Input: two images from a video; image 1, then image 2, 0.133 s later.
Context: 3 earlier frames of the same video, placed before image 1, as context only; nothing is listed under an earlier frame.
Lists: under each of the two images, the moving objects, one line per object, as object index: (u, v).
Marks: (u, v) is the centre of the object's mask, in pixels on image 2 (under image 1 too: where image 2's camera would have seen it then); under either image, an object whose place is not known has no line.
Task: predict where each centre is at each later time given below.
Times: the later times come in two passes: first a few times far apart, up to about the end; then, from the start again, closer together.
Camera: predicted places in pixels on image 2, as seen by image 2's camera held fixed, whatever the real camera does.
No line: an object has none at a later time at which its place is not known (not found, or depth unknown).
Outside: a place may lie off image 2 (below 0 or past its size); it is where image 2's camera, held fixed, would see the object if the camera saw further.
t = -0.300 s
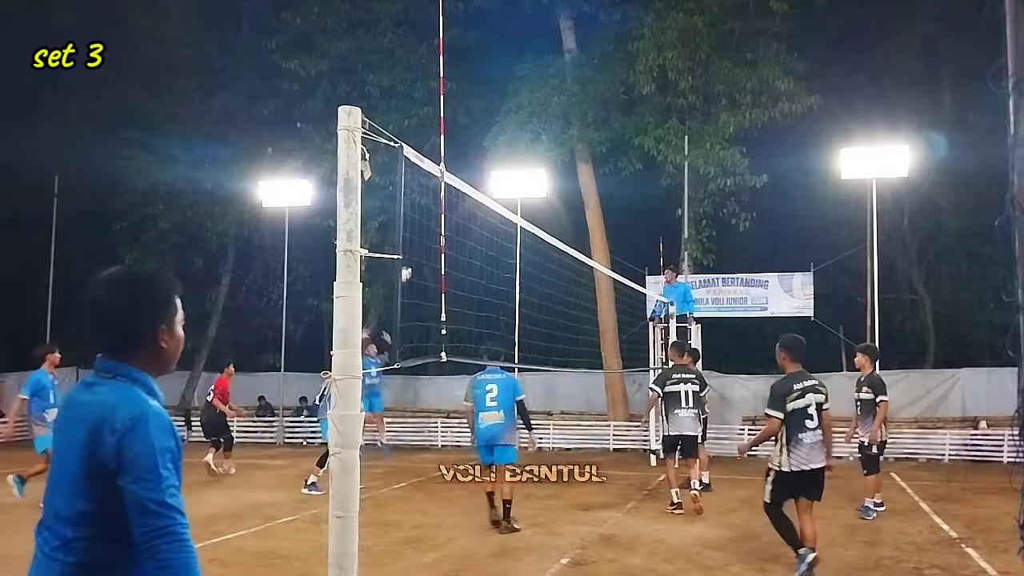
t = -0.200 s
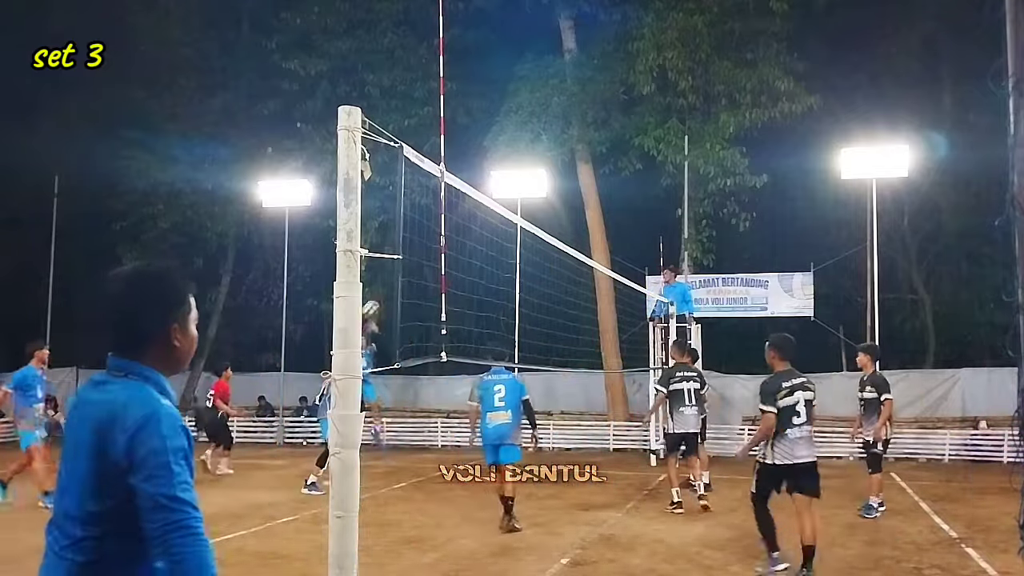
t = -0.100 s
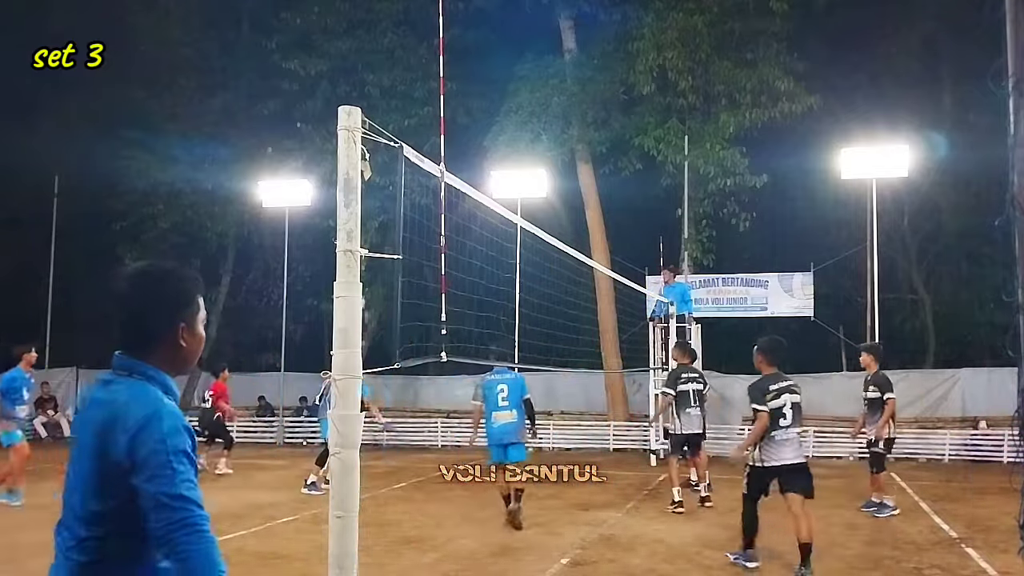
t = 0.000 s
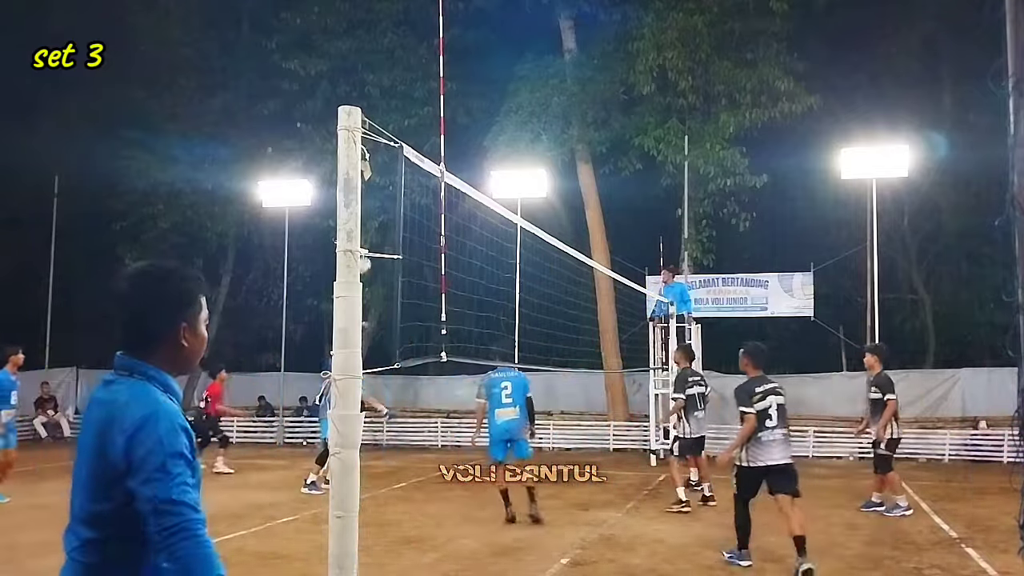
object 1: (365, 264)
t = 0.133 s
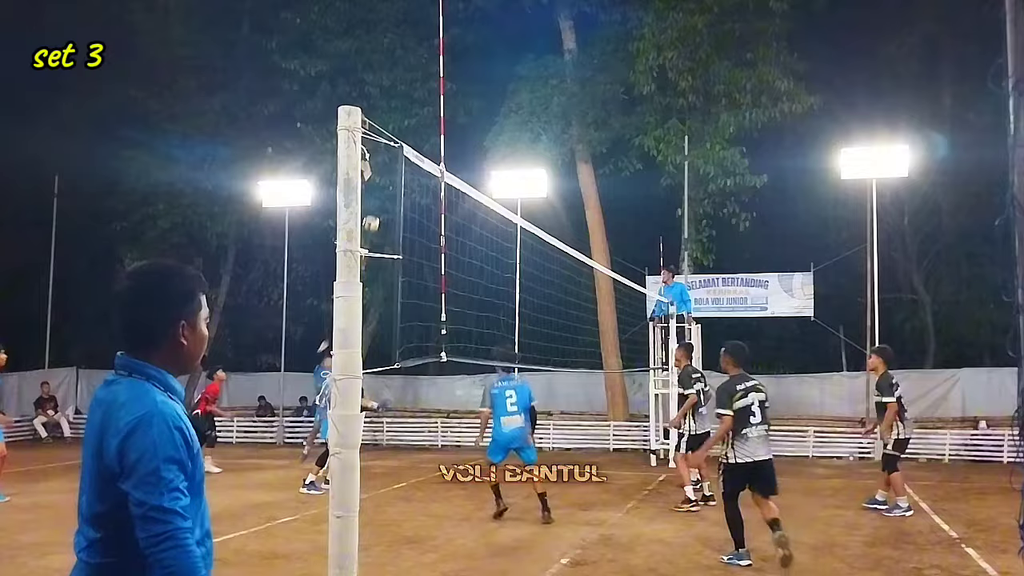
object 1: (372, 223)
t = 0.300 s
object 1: (381, 187)
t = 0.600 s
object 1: (395, 166)
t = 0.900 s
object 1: (420, 214)
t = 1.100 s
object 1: (433, 287)
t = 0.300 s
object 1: (381, 187)
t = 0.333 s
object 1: (383, 182)
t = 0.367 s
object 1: (386, 177)
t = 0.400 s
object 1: (387, 173)
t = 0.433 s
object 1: (389, 170)
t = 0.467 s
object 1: (391, 168)
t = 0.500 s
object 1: (392, 166)
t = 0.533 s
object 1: (393, 165)
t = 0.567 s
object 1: (396, 165)
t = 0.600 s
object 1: (395, 166)
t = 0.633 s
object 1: (403, 168)
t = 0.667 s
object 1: (405, 171)
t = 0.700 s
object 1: (409, 174)
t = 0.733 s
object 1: (410, 179)
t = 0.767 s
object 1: (411, 184)
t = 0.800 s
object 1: (413, 190)
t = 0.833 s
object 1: (415, 197)
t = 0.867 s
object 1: (418, 205)
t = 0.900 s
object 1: (420, 214)
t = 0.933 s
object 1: (422, 224)
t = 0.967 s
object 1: (425, 235)
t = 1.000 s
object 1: (427, 246)
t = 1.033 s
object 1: (430, 258)
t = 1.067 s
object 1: (432, 273)
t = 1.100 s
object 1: (433, 287)
